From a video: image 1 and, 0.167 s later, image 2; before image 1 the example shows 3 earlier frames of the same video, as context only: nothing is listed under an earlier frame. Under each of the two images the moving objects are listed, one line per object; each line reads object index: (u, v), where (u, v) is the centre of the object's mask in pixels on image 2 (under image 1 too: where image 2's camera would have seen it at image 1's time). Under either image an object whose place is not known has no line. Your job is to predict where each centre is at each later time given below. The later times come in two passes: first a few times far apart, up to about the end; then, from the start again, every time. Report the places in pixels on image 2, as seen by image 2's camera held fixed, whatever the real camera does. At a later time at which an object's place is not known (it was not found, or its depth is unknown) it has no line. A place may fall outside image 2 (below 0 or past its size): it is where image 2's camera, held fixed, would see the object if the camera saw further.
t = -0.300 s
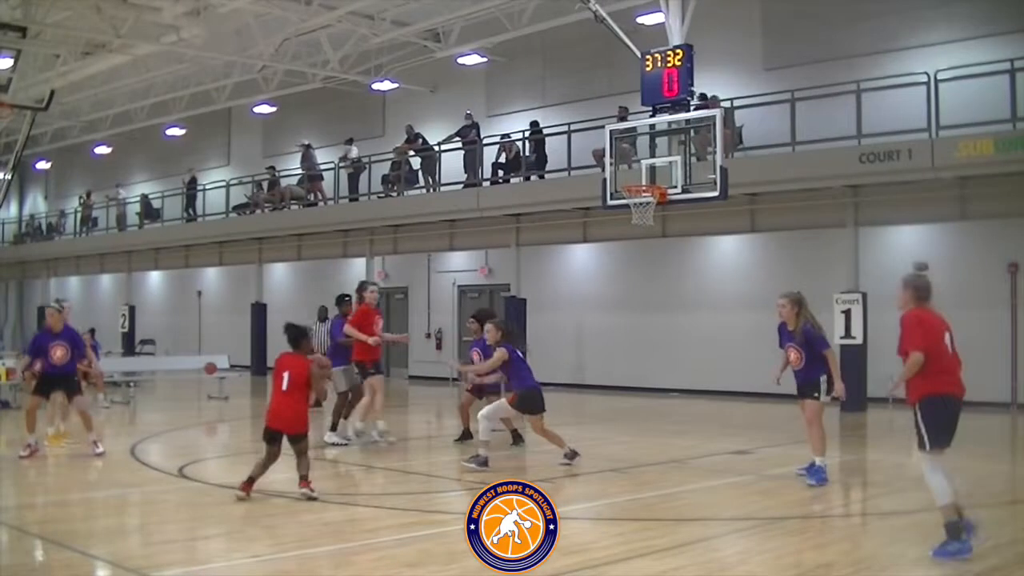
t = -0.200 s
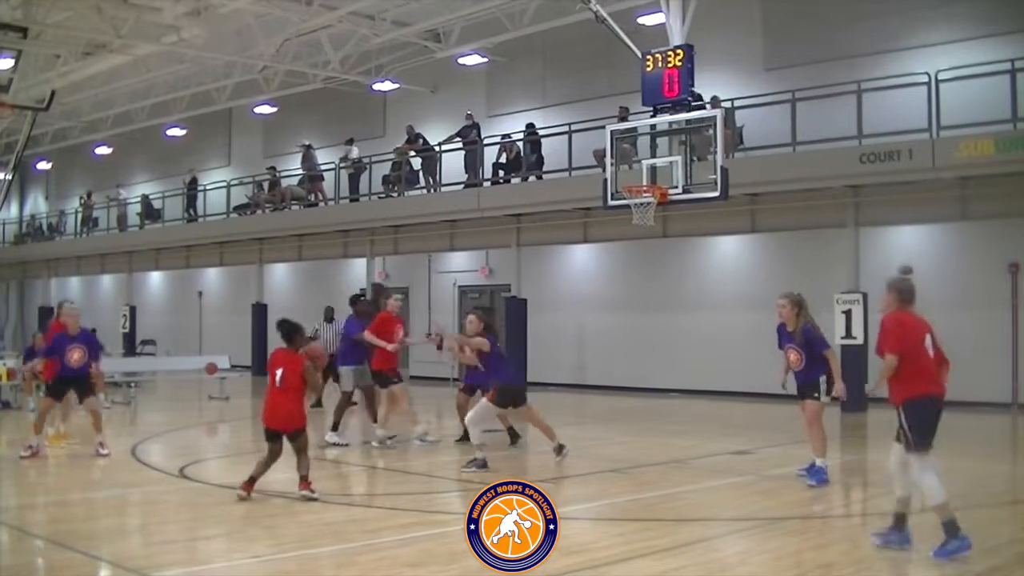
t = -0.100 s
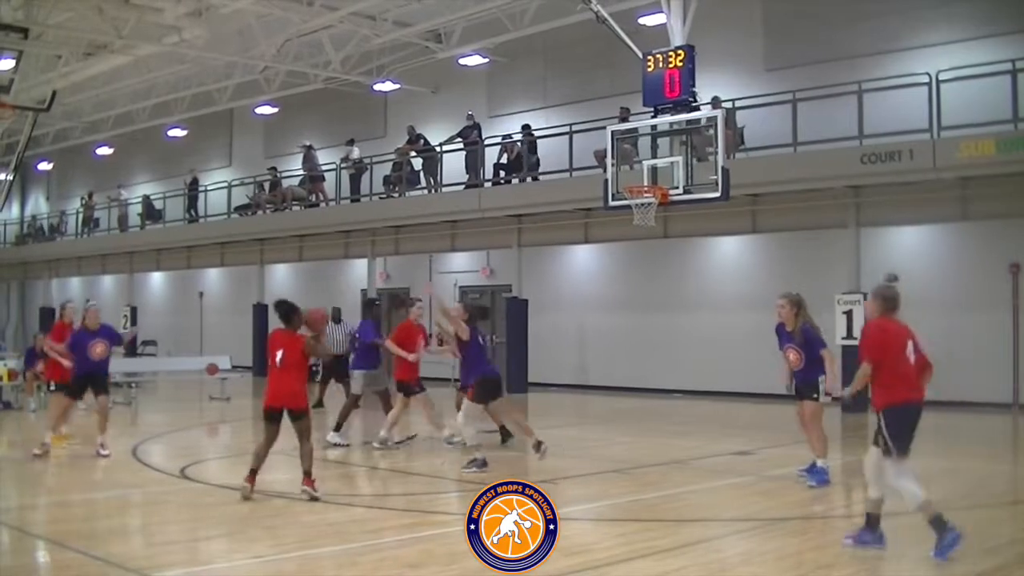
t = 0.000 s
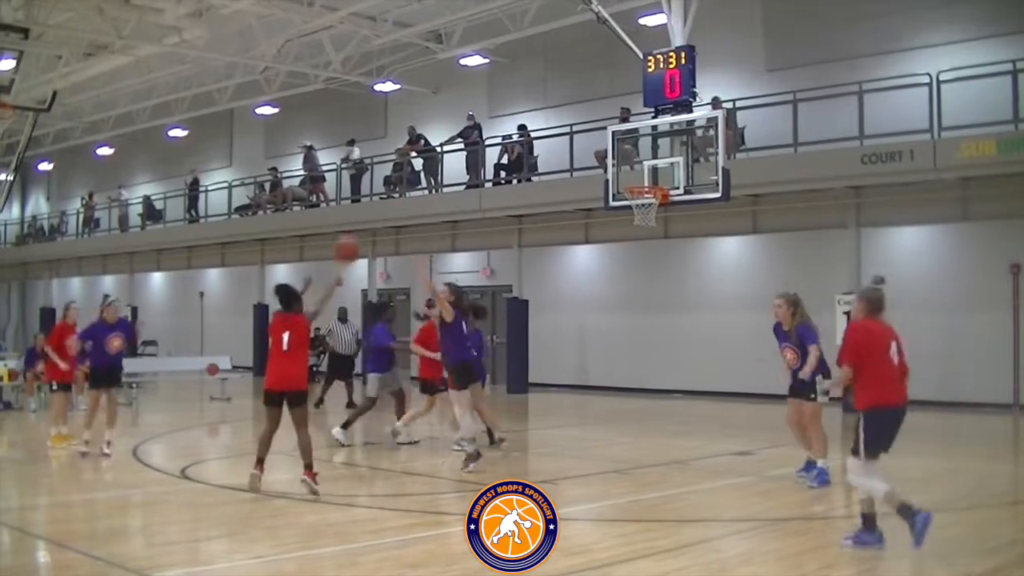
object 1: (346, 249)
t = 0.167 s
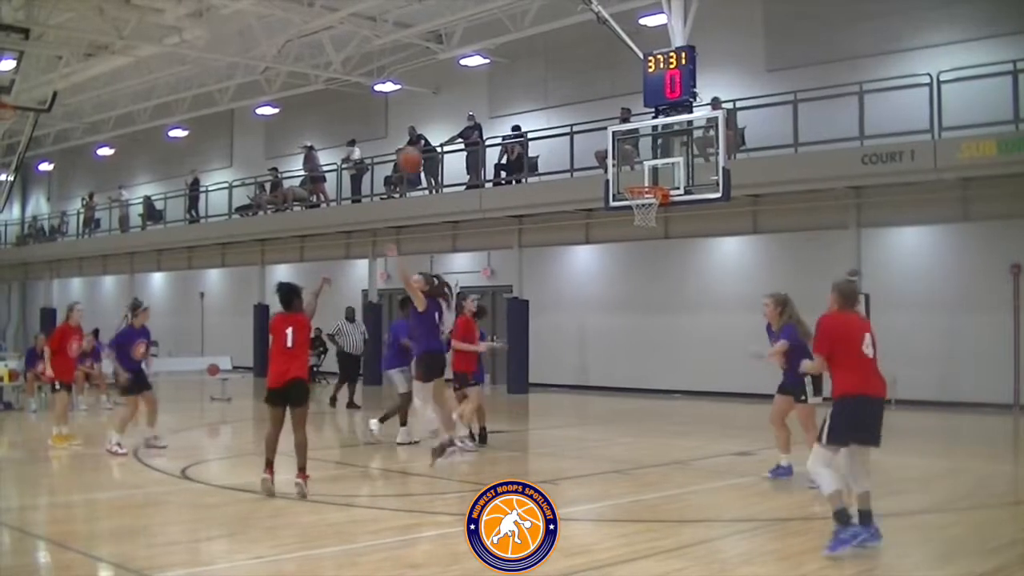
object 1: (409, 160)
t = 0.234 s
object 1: (433, 138)
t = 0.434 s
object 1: (492, 96)
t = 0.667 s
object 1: (551, 100)
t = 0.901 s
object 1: (600, 147)
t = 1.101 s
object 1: (595, 179)
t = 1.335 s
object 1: (518, 189)
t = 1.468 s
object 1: (477, 214)
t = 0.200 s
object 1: (423, 148)
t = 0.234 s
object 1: (433, 138)
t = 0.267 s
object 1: (444, 126)
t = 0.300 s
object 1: (454, 118)
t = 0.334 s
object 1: (464, 111)
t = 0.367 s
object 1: (474, 104)
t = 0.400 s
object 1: (483, 100)
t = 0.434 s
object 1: (492, 96)
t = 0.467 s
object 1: (501, 94)
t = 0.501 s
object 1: (510, 94)
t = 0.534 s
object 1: (519, 93)
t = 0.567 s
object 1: (527, 94)
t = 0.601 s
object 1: (535, 95)
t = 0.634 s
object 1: (544, 97)
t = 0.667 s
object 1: (551, 100)
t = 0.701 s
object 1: (558, 105)
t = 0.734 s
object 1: (566, 110)
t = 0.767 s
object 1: (572, 115)
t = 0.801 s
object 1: (580, 123)
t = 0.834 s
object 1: (587, 130)
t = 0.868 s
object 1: (593, 138)
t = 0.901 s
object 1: (600, 147)
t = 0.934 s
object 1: (605, 157)
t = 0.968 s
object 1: (612, 168)
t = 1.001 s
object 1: (618, 179)
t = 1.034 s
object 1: (617, 183)
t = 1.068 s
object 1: (606, 182)
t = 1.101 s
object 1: (595, 179)
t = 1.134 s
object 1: (584, 179)
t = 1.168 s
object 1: (573, 178)
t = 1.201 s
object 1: (562, 178)
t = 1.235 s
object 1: (551, 180)
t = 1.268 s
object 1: (540, 182)
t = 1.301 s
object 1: (529, 184)
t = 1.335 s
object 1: (518, 189)
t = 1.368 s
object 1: (507, 195)
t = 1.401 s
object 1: (496, 201)
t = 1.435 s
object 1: (486, 208)
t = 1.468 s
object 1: (477, 214)
